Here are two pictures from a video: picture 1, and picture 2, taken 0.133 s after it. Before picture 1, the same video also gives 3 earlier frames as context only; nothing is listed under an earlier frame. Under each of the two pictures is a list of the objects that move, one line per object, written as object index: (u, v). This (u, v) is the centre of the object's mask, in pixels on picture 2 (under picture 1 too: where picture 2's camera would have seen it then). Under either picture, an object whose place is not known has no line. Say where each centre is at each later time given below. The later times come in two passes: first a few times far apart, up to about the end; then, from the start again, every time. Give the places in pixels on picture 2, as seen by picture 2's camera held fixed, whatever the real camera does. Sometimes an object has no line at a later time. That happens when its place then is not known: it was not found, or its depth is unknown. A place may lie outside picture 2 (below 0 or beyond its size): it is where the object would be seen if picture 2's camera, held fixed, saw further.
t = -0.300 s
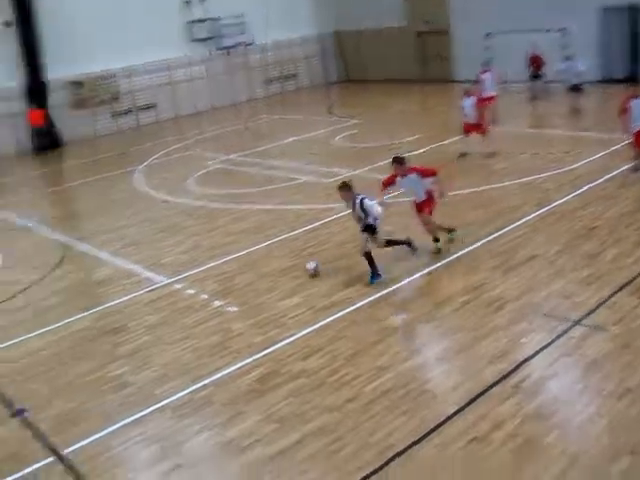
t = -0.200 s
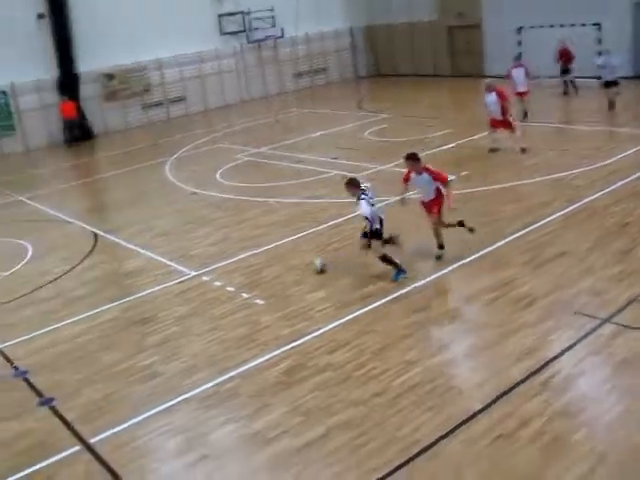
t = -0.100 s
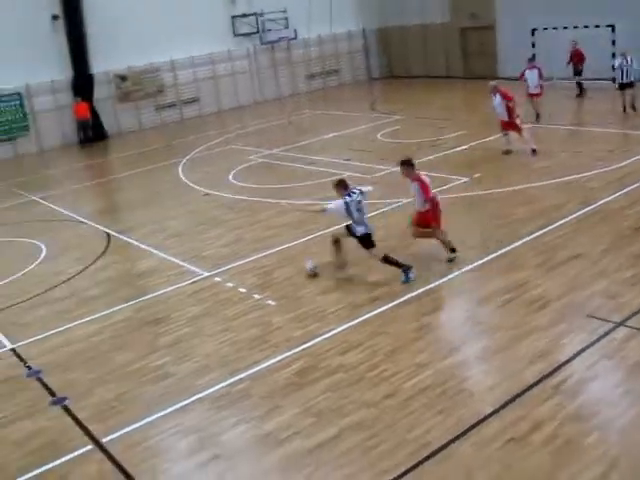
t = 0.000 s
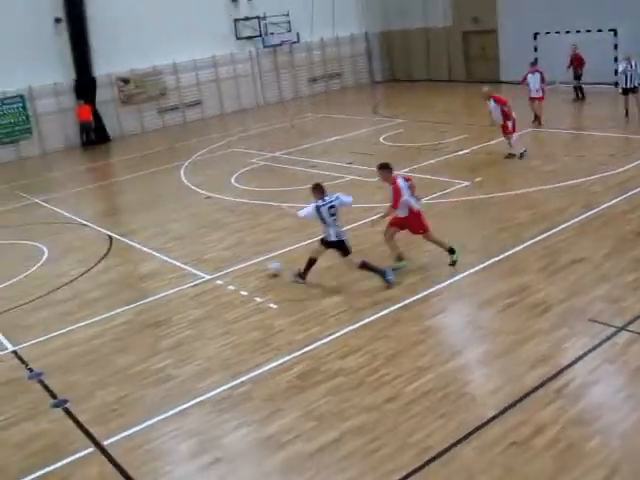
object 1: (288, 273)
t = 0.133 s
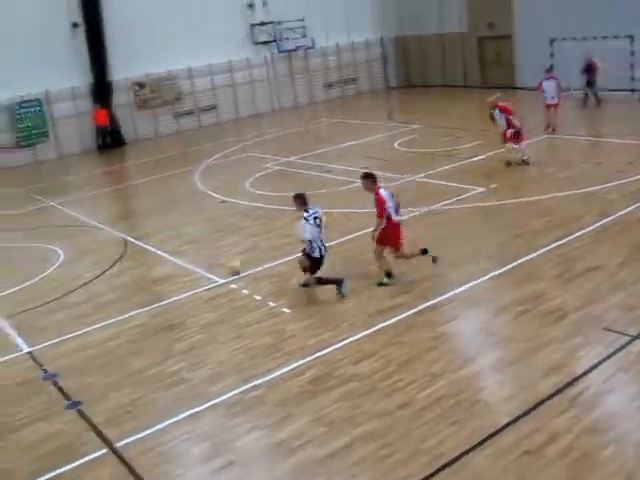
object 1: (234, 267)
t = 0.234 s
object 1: (206, 263)
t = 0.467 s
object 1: (144, 257)
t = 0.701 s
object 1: (95, 252)
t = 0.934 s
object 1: (52, 250)
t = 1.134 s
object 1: (18, 246)
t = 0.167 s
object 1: (222, 268)
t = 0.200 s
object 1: (215, 265)
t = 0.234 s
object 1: (206, 263)
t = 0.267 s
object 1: (193, 264)
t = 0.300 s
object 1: (186, 263)
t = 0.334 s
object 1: (178, 260)
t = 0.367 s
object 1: (168, 261)
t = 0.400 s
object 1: (161, 256)
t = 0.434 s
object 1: (151, 260)
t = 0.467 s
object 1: (144, 257)
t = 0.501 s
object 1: (136, 254)
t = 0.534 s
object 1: (129, 254)
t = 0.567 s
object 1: (123, 253)
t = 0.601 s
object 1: (114, 254)
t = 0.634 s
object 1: (109, 253)
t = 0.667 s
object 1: (101, 252)
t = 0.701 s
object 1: (95, 252)
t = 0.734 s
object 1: (88, 253)
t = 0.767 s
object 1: (82, 251)
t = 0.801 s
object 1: (76, 252)
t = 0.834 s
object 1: (70, 249)
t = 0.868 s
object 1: (62, 249)
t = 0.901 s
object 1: (57, 249)
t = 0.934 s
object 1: (52, 250)
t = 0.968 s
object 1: (47, 248)
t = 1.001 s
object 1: (41, 248)
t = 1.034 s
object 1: (34, 247)
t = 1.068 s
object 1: (29, 248)
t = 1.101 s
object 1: (23, 247)
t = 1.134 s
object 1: (18, 246)
